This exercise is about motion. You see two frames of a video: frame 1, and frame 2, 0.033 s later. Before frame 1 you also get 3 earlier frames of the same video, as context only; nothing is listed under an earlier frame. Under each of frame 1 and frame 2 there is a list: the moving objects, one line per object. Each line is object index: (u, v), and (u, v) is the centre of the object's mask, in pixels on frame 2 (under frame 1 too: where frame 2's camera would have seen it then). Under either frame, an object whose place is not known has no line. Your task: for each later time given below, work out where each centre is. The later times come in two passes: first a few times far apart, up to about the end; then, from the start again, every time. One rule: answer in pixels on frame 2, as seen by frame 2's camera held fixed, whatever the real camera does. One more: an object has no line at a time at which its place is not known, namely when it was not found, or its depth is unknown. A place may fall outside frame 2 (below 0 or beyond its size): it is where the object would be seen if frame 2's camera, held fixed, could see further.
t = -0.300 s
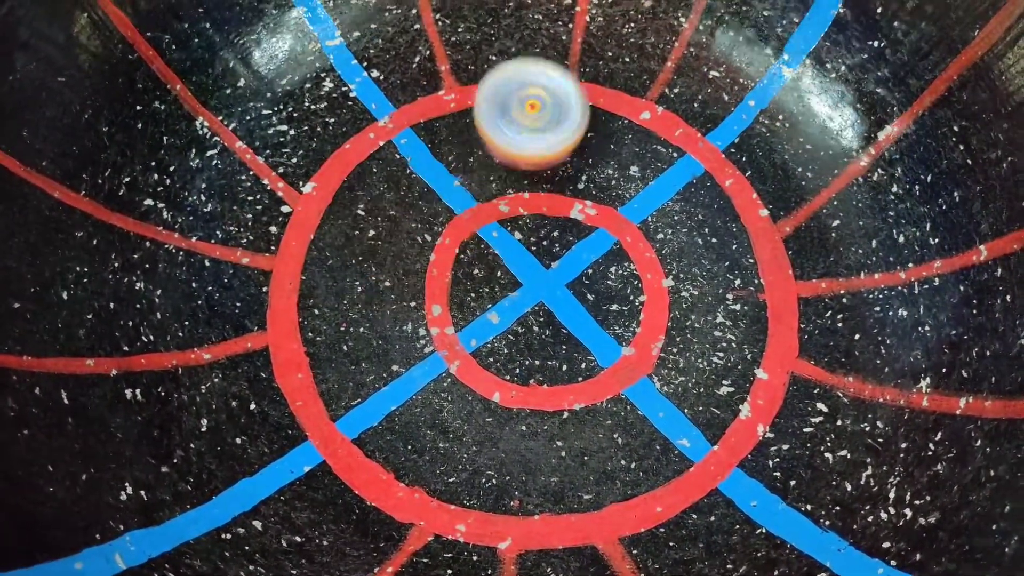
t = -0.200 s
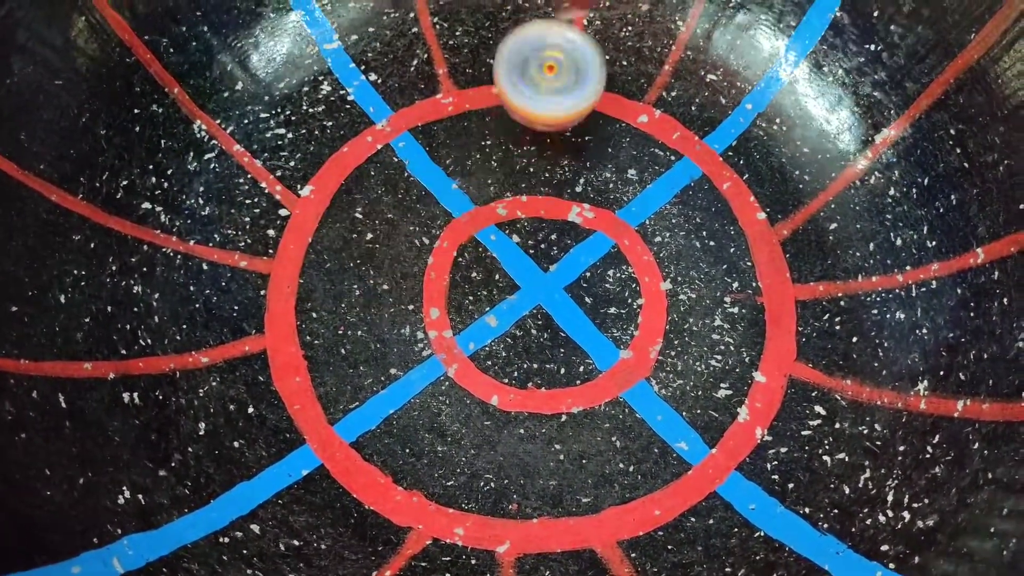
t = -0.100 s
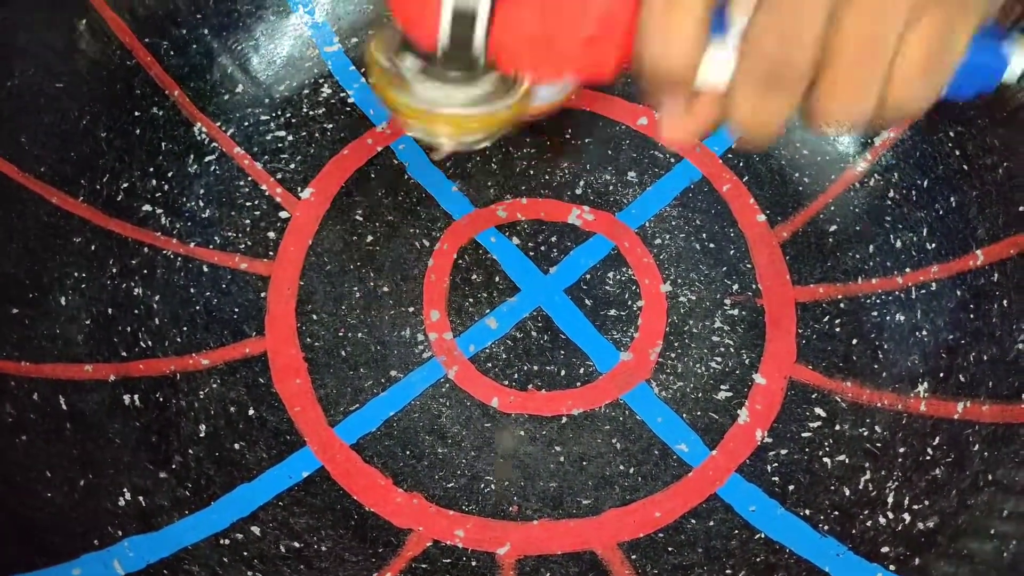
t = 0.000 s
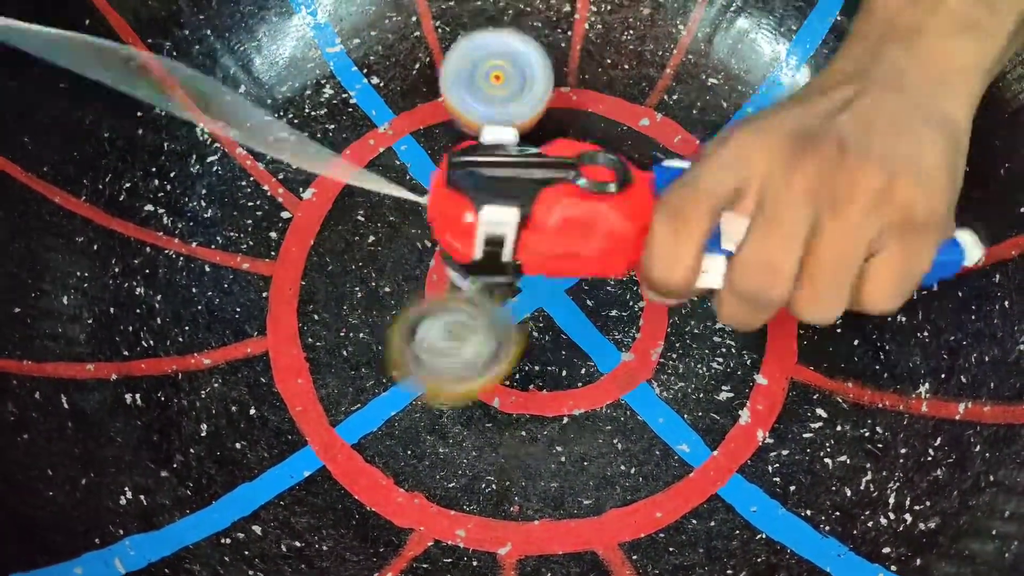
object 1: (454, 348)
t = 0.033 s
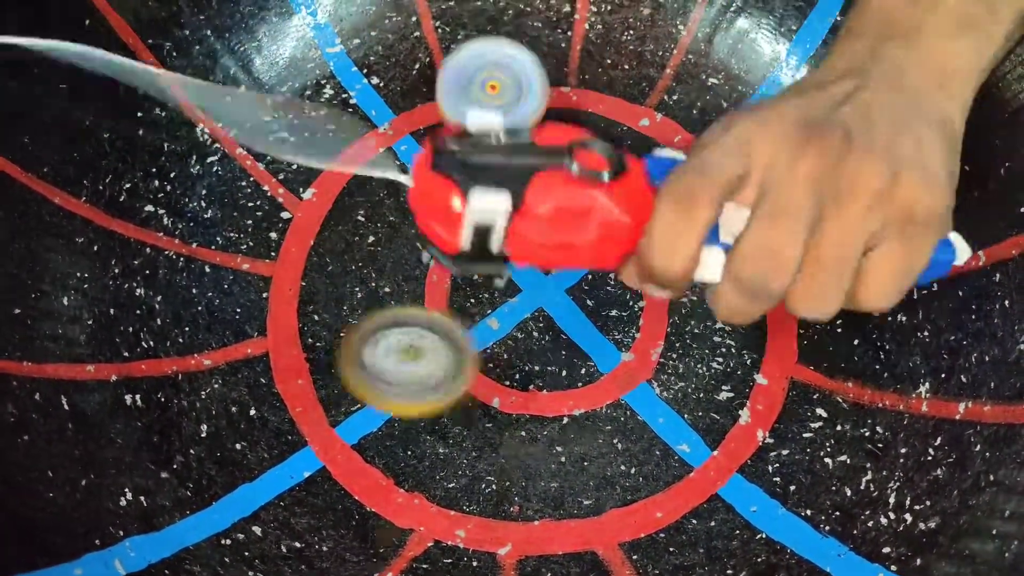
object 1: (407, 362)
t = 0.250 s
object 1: (237, 407)
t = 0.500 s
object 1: (466, 284)
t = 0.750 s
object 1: (545, 143)
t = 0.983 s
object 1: (496, 45)
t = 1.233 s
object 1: (405, 136)
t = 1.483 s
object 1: (316, 276)
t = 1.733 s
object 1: (410, 308)
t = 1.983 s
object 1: (537, 229)
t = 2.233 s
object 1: (631, 84)
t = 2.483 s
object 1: (576, 138)
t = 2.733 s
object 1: (555, 197)
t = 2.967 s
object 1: (661, 252)
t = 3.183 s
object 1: (793, 312)
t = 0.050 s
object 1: (381, 363)
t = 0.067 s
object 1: (359, 363)
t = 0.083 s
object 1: (332, 370)
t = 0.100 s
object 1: (306, 380)
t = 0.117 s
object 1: (282, 393)
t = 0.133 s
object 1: (257, 408)
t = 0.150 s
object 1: (234, 426)
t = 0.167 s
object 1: (219, 437)
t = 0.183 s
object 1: (218, 428)
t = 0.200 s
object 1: (219, 420)
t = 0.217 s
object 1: (223, 413)
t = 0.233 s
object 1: (228, 409)
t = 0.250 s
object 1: (237, 407)
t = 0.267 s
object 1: (248, 407)
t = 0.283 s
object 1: (260, 405)
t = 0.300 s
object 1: (275, 397)
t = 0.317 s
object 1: (291, 390)
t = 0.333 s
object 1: (308, 382)
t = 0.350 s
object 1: (325, 373)
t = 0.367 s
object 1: (345, 363)
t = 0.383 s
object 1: (361, 354)
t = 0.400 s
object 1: (373, 346)
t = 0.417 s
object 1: (392, 336)
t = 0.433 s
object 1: (407, 325)
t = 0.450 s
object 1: (424, 315)
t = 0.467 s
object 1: (438, 304)
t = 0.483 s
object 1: (453, 295)
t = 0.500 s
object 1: (466, 284)
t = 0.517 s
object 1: (481, 274)
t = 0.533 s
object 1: (493, 266)
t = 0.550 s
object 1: (502, 254)
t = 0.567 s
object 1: (510, 244)
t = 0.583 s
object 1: (518, 237)
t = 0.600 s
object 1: (522, 225)
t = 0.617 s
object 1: (528, 215)
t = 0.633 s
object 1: (531, 207)
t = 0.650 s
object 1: (536, 200)
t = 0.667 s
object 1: (539, 190)
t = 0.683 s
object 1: (541, 180)
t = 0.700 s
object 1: (542, 173)
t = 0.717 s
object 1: (543, 162)
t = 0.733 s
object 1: (545, 155)
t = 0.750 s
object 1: (545, 143)
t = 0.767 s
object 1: (545, 134)
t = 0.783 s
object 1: (544, 125)
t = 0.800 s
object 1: (541, 116)
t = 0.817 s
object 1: (539, 107)
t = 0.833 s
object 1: (536, 96)
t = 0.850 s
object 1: (532, 87)
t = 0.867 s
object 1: (529, 80)
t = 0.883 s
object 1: (526, 73)
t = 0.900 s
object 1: (521, 66)
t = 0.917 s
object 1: (516, 60)
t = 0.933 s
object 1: (511, 55)
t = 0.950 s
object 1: (507, 51)
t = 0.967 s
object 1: (502, 48)
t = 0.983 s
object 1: (496, 45)
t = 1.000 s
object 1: (491, 45)
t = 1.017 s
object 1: (486, 45)
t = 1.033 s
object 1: (481, 47)
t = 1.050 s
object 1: (475, 49)
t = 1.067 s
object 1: (469, 53)
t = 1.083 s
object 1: (462, 60)
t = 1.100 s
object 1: (455, 66)
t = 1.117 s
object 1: (450, 74)
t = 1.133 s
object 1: (443, 81)
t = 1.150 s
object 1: (437, 89)
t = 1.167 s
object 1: (431, 98)
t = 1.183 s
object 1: (425, 109)
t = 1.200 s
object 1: (418, 118)
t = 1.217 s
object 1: (412, 127)
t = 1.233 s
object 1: (405, 136)
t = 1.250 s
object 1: (398, 146)
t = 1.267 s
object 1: (392, 158)
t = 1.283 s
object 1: (384, 166)
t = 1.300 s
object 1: (378, 176)
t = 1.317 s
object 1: (370, 184)
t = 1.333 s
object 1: (363, 193)
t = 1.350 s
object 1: (357, 206)
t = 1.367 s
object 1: (351, 214)
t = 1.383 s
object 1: (343, 222)
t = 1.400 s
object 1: (336, 234)
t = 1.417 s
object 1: (330, 245)
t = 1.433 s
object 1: (326, 254)
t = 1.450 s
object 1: (322, 262)
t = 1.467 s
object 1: (319, 272)
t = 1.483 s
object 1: (316, 276)
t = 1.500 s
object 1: (314, 283)
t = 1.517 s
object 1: (314, 290)
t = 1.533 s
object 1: (315, 296)
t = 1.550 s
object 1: (317, 299)
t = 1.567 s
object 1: (321, 302)
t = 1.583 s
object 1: (324, 304)
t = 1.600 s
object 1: (330, 304)
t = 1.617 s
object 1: (339, 307)
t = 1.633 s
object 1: (348, 309)
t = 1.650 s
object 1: (356, 310)
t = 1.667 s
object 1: (366, 307)
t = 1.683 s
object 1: (378, 307)
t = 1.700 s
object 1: (390, 309)
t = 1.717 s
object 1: (400, 308)
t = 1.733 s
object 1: (410, 308)
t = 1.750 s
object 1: (419, 307)
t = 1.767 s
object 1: (427, 306)
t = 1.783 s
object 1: (435, 302)
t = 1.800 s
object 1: (444, 298)
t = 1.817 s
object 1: (452, 296)
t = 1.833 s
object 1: (458, 292)
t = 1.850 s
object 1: (465, 290)
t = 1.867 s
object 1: (474, 284)
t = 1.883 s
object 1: (484, 279)
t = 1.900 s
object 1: (493, 273)
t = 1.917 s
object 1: (503, 266)
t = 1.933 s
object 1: (512, 257)
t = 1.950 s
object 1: (521, 249)
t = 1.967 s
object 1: (529, 236)
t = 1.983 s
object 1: (537, 229)
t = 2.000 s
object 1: (543, 217)
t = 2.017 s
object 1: (552, 204)
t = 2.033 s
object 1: (558, 193)
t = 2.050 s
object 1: (565, 175)
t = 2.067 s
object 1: (570, 163)
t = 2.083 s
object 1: (575, 155)
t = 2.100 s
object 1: (582, 144)
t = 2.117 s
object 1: (589, 132)
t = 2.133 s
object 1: (596, 122)
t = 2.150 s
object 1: (604, 111)
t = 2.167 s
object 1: (611, 105)
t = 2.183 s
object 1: (617, 98)
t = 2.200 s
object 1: (623, 92)
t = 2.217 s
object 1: (627, 89)
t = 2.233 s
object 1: (631, 84)
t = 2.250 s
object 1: (634, 81)
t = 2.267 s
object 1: (636, 79)
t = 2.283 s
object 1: (636, 79)
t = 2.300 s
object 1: (635, 78)
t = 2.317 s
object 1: (634, 79)
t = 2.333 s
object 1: (629, 80)
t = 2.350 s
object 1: (625, 86)
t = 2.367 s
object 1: (620, 92)
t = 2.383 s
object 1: (614, 95)
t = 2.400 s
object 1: (607, 101)
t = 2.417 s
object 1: (600, 109)
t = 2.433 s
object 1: (592, 116)
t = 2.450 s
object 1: (586, 123)
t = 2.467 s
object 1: (582, 130)
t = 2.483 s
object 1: (576, 138)
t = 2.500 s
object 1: (571, 147)
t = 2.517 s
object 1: (567, 151)
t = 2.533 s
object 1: (564, 155)
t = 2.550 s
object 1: (561, 158)
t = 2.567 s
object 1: (558, 161)
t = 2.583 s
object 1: (556, 168)
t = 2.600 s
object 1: (556, 171)
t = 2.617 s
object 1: (555, 178)
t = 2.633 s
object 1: (553, 180)
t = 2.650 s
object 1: (551, 183)
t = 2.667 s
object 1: (550, 187)
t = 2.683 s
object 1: (550, 188)
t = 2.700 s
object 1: (551, 191)
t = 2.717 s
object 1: (552, 194)
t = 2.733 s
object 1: (555, 197)
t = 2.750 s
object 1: (560, 200)
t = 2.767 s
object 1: (566, 206)
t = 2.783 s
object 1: (572, 211)
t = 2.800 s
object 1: (577, 217)
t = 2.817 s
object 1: (584, 221)
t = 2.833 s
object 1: (590, 226)
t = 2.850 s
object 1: (598, 230)
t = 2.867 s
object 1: (607, 234)
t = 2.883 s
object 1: (615, 239)
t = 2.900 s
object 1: (623, 241)
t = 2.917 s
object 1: (630, 244)
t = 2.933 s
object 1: (639, 246)
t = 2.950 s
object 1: (649, 249)
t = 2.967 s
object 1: (661, 252)
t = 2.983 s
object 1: (672, 257)
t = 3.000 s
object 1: (682, 263)
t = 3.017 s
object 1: (694, 266)
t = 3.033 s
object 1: (705, 272)
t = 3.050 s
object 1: (719, 281)
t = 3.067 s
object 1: (732, 288)
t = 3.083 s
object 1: (744, 293)
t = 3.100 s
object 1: (755, 300)
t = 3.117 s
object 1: (765, 305)
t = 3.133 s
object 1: (775, 309)
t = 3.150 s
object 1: (783, 310)
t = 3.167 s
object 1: (789, 313)
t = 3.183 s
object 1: (793, 312)
